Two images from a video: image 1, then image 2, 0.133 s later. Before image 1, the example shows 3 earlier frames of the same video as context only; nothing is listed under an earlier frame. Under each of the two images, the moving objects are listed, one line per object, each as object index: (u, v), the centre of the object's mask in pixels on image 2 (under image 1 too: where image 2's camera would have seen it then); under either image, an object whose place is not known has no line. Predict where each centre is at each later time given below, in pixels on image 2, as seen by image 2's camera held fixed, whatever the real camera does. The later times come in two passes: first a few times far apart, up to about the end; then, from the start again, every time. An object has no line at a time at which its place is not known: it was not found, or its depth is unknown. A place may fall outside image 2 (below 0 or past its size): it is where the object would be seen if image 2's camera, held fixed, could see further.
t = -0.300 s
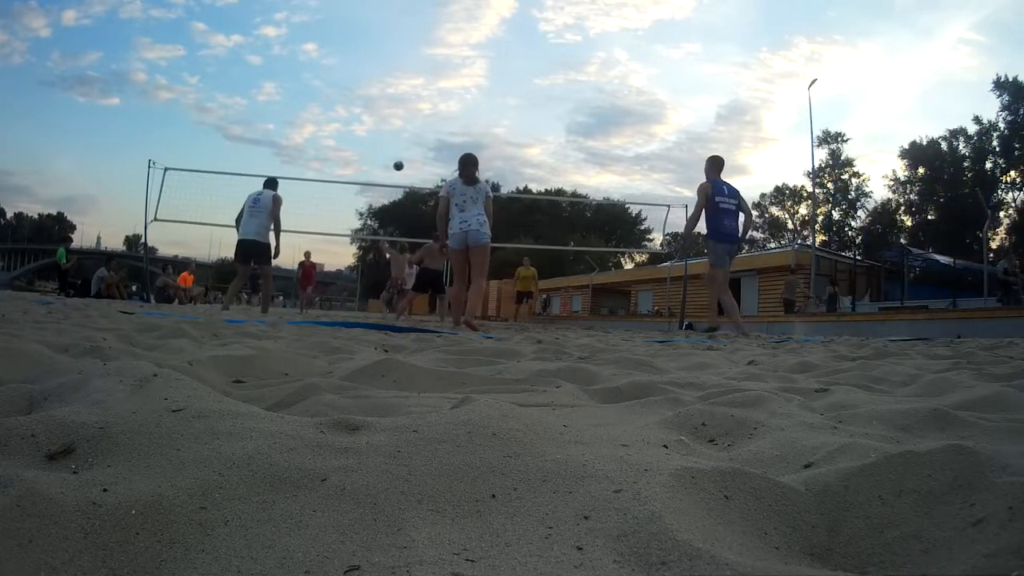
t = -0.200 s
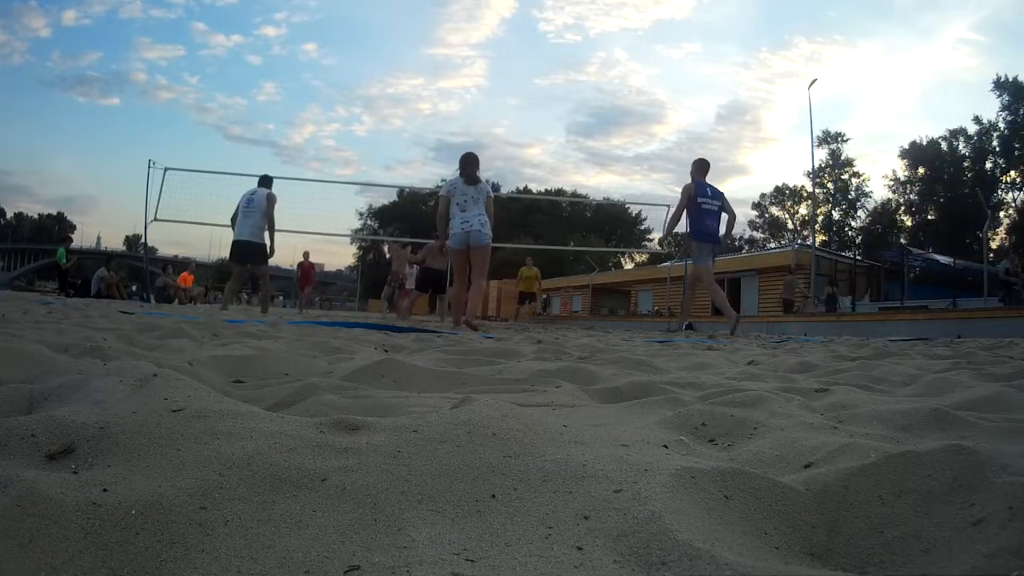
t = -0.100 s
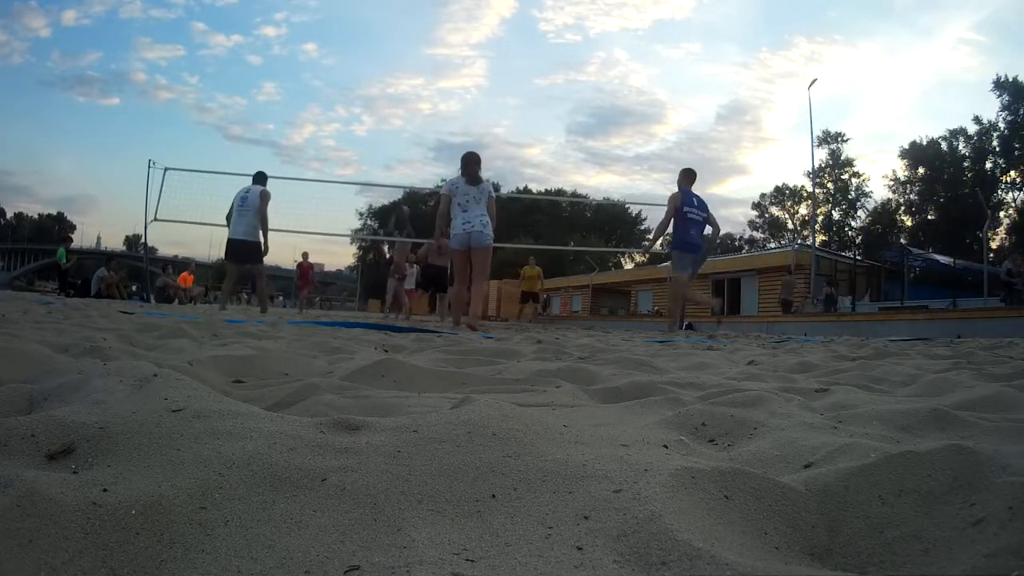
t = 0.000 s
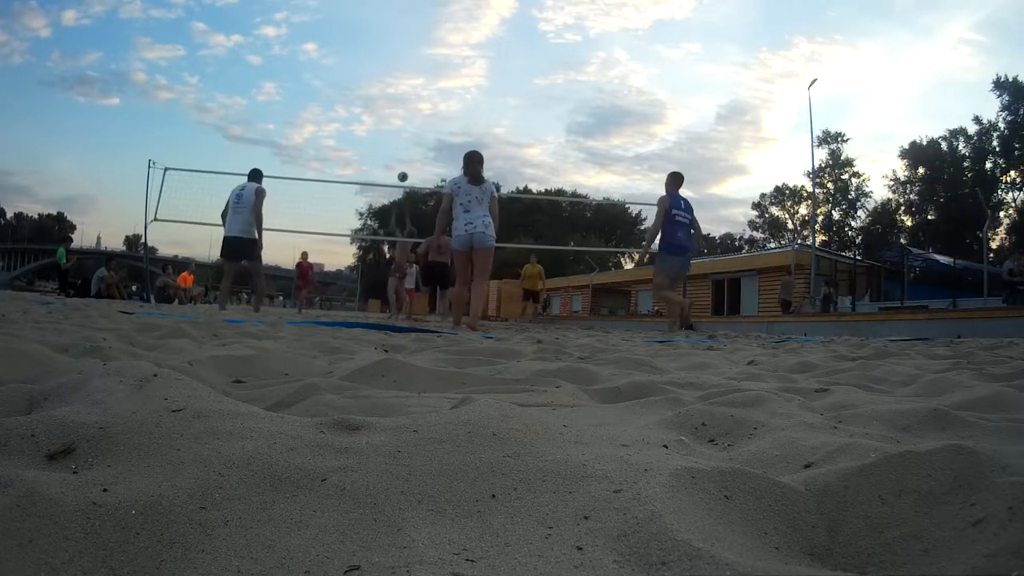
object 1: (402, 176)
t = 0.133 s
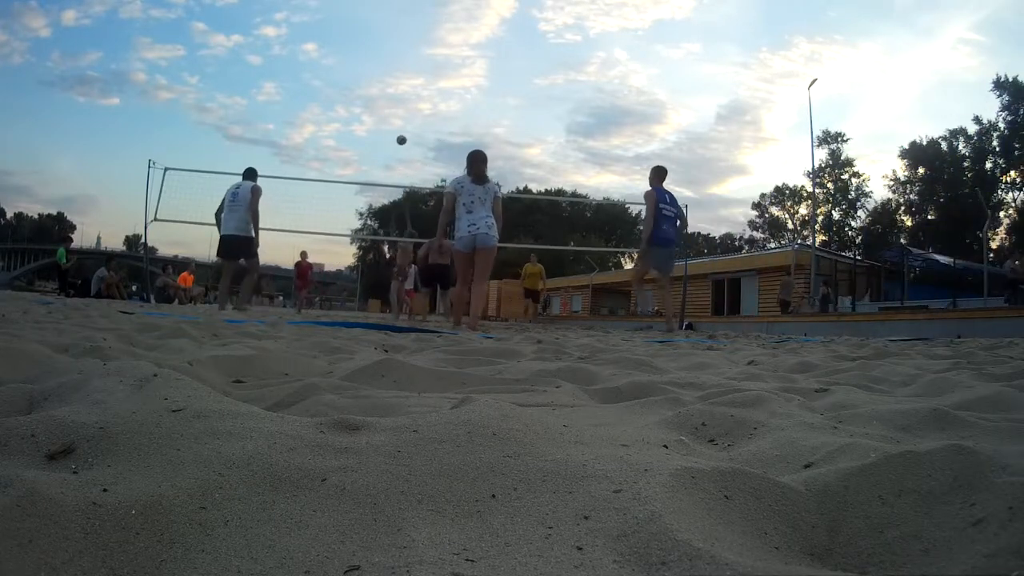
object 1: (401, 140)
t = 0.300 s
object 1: (399, 108)
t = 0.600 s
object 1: (391, 85)
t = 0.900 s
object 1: (379, 102)
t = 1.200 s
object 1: (363, 157)
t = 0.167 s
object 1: (401, 132)
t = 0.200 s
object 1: (400, 125)
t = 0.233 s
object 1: (400, 119)
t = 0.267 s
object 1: (399, 113)
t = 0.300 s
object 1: (399, 108)
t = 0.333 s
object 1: (398, 103)
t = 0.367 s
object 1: (398, 99)
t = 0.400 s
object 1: (397, 96)
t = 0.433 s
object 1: (396, 93)
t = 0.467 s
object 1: (395, 90)
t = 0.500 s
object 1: (394, 88)
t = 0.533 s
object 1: (393, 87)
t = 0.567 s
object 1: (392, 86)
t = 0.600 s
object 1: (391, 85)
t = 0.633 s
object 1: (390, 85)
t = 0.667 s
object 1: (389, 86)
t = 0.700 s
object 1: (388, 86)
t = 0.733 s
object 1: (386, 88)
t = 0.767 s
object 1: (385, 90)
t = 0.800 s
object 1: (384, 92)
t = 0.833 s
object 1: (382, 95)
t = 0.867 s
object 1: (381, 98)
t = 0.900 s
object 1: (379, 102)
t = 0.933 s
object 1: (377, 106)
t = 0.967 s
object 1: (376, 111)
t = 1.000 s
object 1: (374, 116)
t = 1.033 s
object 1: (373, 121)
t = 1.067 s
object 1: (370, 127)
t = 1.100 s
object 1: (369, 134)
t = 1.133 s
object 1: (367, 141)
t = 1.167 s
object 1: (365, 149)
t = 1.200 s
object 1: (363, 157)
